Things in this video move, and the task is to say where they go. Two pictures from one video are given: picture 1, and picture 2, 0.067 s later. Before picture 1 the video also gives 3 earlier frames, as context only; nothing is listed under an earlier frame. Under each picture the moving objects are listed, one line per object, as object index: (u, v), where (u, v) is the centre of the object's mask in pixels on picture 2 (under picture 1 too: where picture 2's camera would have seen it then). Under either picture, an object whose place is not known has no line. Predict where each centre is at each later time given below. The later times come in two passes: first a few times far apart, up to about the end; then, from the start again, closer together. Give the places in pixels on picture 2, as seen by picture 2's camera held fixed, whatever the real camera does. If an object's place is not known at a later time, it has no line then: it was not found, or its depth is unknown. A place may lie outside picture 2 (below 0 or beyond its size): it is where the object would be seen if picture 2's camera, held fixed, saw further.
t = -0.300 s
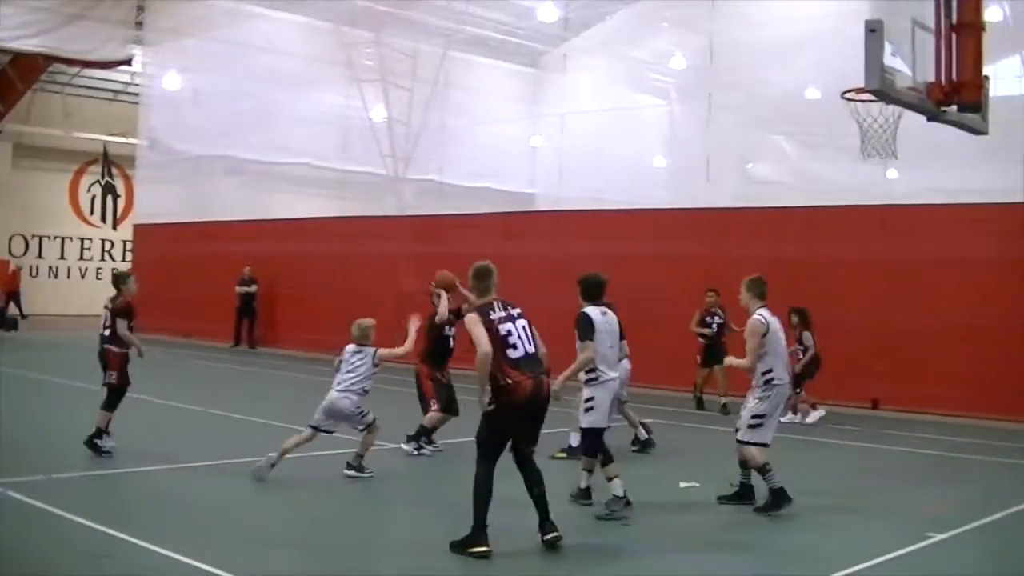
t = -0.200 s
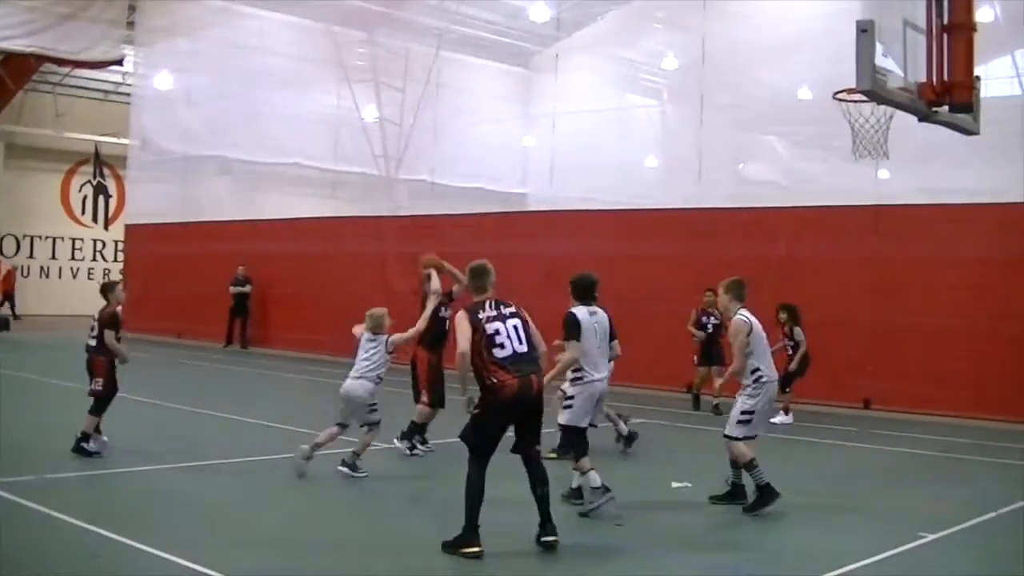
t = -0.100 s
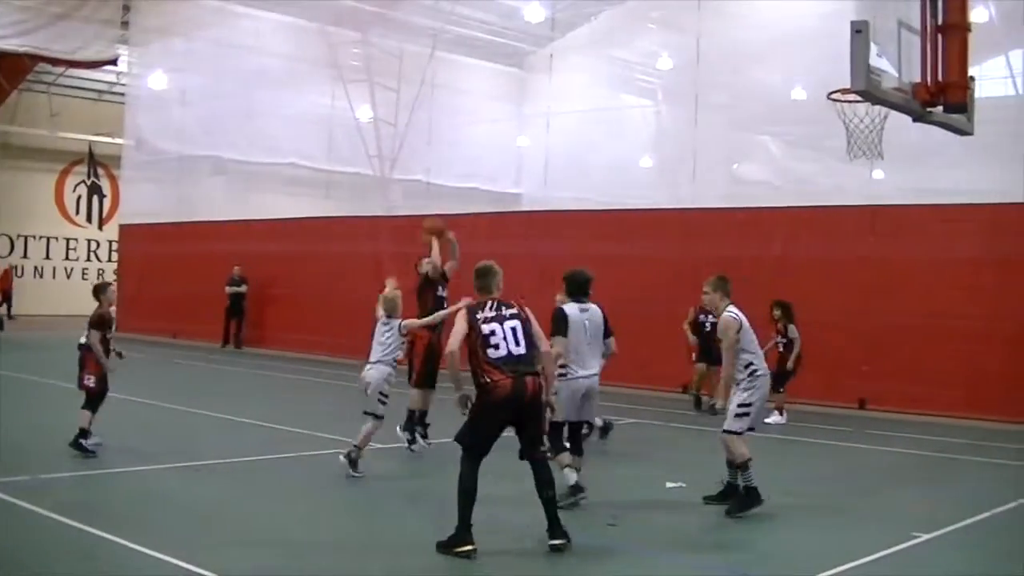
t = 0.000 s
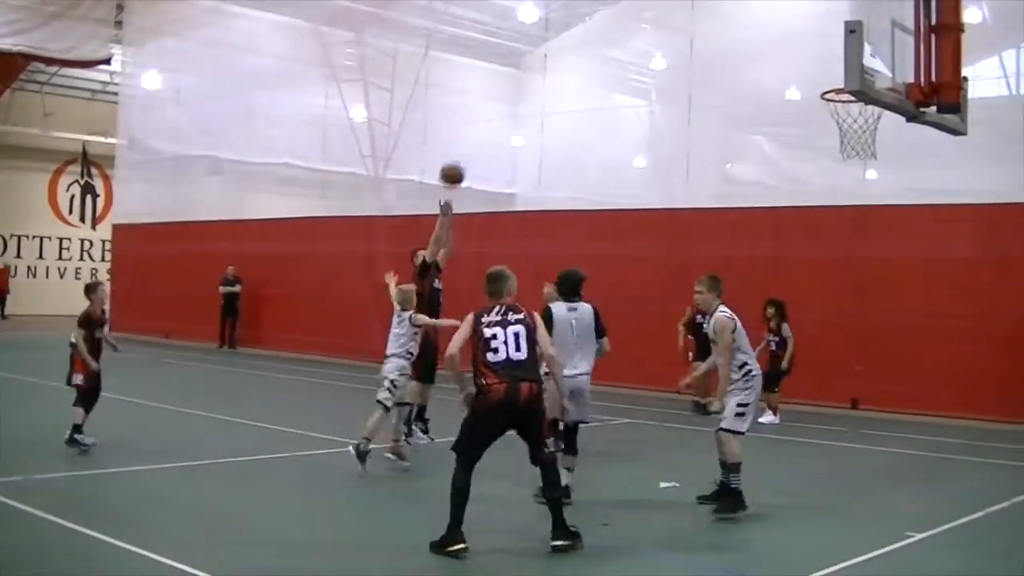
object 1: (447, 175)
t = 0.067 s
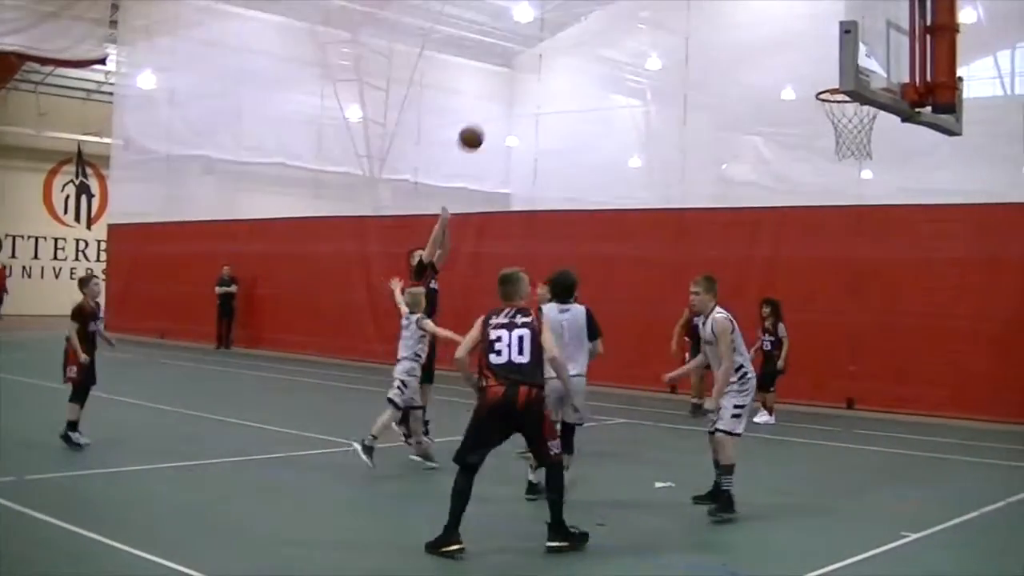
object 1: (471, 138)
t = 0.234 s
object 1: (532, 63)
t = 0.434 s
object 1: (609, 9)
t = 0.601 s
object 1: (680, 2)
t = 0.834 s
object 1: (790, 32)
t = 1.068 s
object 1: (874, 141)
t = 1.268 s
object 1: (883, 256)
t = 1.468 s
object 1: (892, 420)
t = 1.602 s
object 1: (887, 473)
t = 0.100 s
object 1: (483, 121)
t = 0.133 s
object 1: (495, 105)
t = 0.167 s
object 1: (507, 90)
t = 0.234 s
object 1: (532, 63)
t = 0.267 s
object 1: (544, 50)
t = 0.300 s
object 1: (557, 39)
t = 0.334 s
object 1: (570, 29)
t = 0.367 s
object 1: (583, 20)
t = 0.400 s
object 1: (596, 13)
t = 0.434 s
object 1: (609, 9)
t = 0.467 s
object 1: (623, 6)
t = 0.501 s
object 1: (637, 4)
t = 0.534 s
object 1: (651, 3)
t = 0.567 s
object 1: (665, 2)
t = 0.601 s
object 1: (680, 2)
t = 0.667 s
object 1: (710, 4)
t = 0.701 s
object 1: (725, 6)
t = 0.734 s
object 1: (741, 8)
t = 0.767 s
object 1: (757, 13)
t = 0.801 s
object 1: (773, 21)
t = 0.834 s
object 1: (790, 32)
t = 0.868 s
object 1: (806, 44)
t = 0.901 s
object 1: (824, 59)
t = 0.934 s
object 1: (834, 74)
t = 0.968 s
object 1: (854, 101)
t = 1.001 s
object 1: (868, 112)
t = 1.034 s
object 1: (872, 128)
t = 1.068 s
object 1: (874, 141)
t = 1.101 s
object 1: (875, 156)
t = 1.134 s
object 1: (877, 174)
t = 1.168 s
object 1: (879, 193)
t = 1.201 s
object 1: (881, 213)
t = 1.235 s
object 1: (881, 234)
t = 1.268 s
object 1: (883, 256)
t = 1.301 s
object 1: (885, 279)
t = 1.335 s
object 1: (885, 306)
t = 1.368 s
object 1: (886, 332)
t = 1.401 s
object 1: (889, 359)
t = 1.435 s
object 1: (891, 388)
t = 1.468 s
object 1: (892, 420)
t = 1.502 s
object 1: (891, 456)
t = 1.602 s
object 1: (887, 473)
